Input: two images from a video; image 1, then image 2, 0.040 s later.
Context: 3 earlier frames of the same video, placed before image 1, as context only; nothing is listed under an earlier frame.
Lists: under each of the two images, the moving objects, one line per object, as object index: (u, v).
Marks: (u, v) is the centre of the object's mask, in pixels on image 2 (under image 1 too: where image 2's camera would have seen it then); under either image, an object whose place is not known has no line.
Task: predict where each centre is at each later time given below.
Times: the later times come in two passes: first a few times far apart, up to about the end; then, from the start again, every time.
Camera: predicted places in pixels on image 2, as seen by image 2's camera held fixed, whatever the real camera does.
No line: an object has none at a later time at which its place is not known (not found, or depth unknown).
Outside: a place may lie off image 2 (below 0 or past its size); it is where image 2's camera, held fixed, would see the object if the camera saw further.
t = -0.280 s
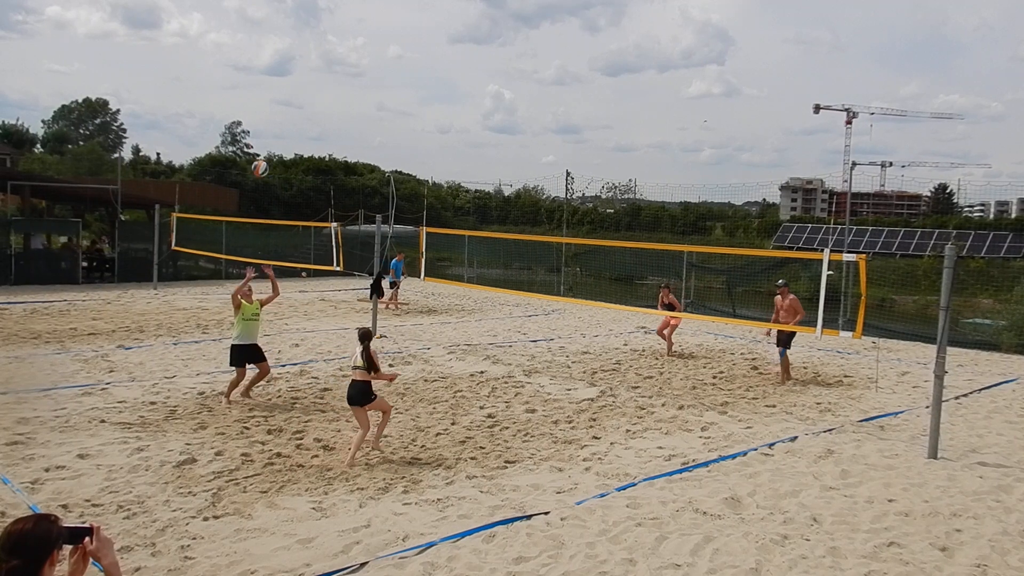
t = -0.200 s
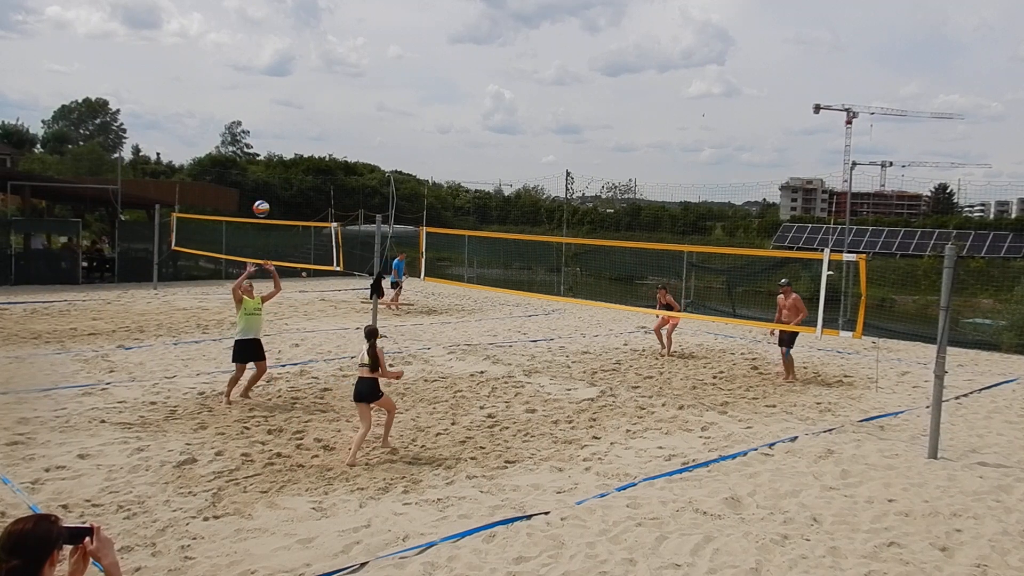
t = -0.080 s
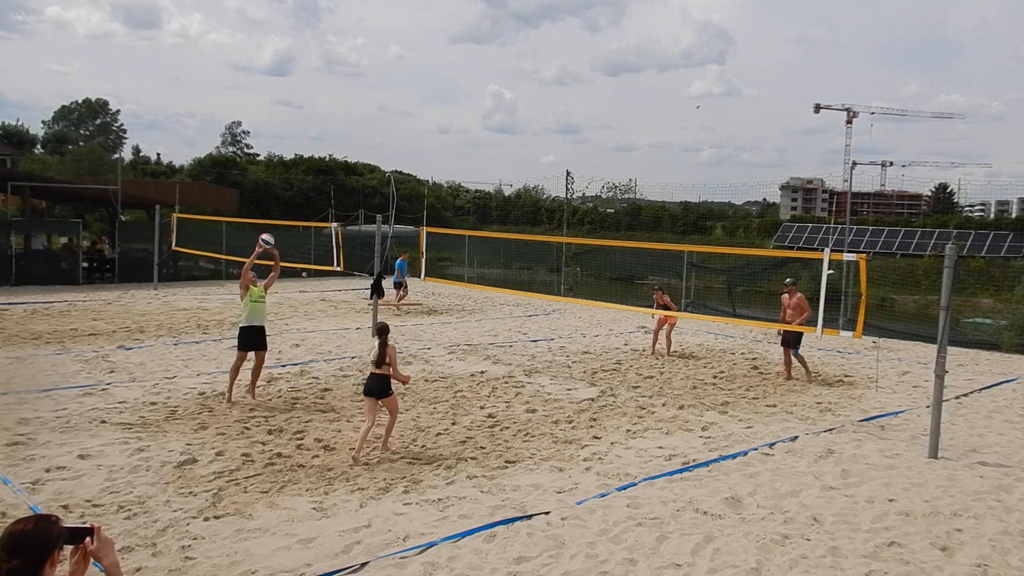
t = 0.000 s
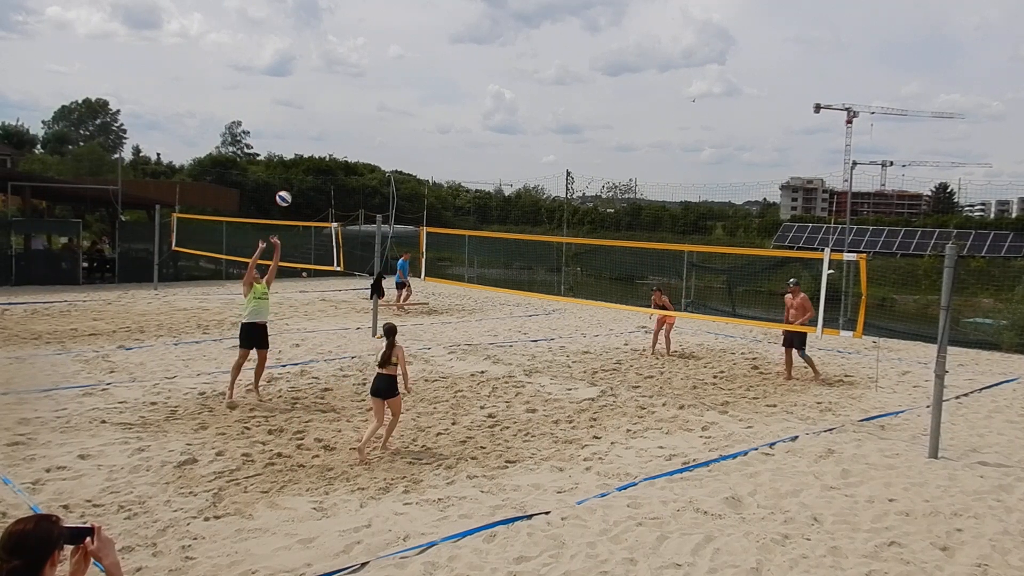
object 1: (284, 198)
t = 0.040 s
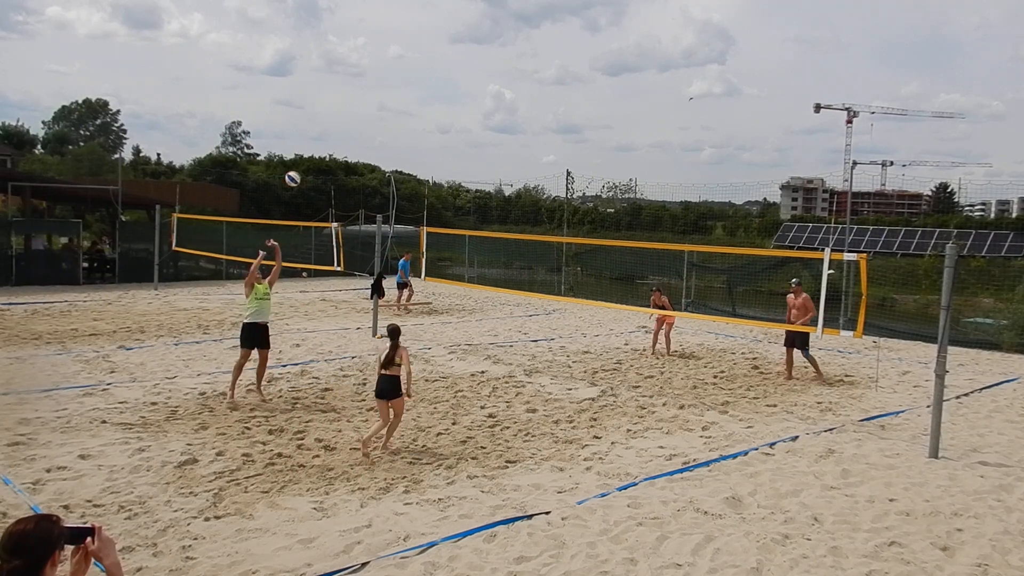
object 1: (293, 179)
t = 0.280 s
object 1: (350, 83)
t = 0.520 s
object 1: (410, 27)
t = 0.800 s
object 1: (480, 16)
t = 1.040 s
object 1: (542, 56)
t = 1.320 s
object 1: (614, 163)
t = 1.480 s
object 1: (654, 252)
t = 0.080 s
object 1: (301, 160)
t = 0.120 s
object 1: (311, 143)
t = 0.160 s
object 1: (320, 126)
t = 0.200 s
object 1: (330, 110)
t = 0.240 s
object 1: (340, 96)
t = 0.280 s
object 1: (350, 83)
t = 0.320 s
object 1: (360, 71)
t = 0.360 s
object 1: (370, 60)
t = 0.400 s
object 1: (380, 50)
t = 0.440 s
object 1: (390, 41)
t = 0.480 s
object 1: (399, 33)
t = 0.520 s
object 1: (410, 27)
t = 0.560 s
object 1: (420, 22)
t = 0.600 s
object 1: (430, 18)
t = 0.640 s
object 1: (440, 15)
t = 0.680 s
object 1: (450, 13)
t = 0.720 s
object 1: (460, 13)
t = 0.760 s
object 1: (470, 14)
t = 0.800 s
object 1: (480, 16)
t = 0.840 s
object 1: (491, 19)
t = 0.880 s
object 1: (501, 24)
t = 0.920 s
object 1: (511, 30)
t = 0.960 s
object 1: (522, 38)
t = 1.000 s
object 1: (532, 46)
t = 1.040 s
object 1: (542, 56)
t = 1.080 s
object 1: (552, 68)
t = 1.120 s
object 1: (563, 81)
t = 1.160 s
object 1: (573, 94)
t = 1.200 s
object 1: (583, 110)
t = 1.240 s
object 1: (594, 126)
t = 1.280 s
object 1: (604, 144)
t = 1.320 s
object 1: (614, 163)
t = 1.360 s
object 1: (623, 184)
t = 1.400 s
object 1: (634, 205)
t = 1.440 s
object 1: (644, 228)
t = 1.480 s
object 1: (654, 252)
